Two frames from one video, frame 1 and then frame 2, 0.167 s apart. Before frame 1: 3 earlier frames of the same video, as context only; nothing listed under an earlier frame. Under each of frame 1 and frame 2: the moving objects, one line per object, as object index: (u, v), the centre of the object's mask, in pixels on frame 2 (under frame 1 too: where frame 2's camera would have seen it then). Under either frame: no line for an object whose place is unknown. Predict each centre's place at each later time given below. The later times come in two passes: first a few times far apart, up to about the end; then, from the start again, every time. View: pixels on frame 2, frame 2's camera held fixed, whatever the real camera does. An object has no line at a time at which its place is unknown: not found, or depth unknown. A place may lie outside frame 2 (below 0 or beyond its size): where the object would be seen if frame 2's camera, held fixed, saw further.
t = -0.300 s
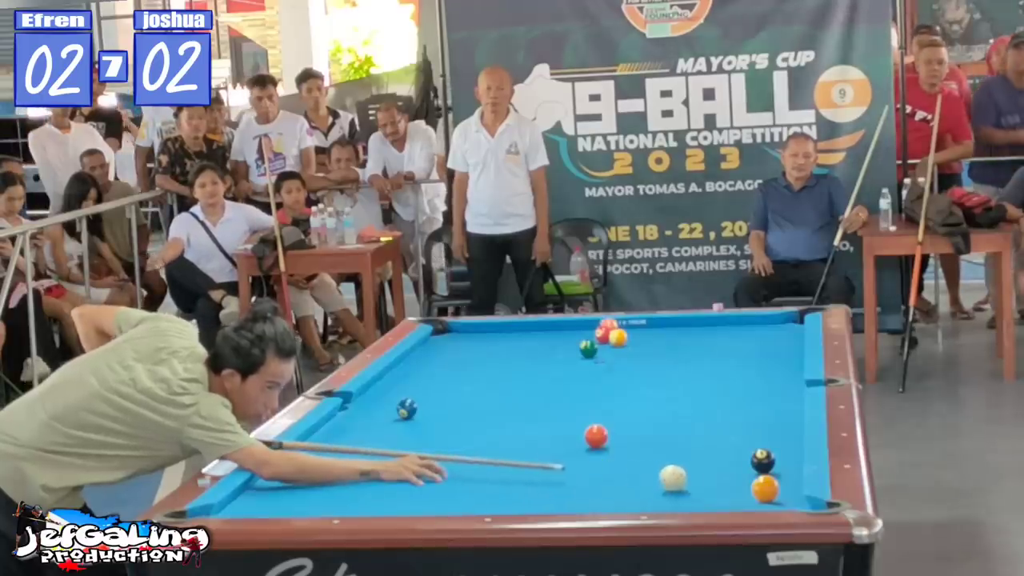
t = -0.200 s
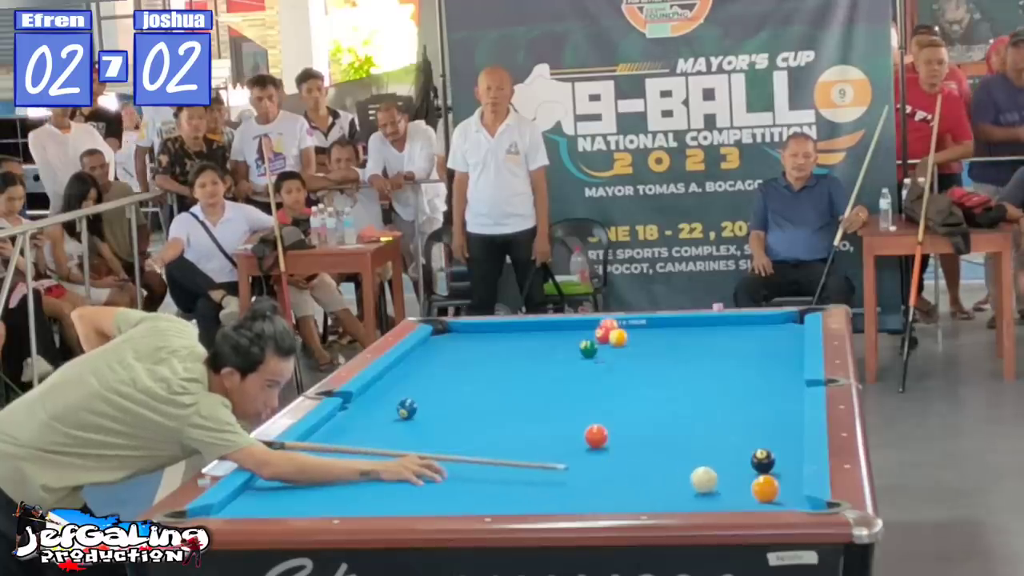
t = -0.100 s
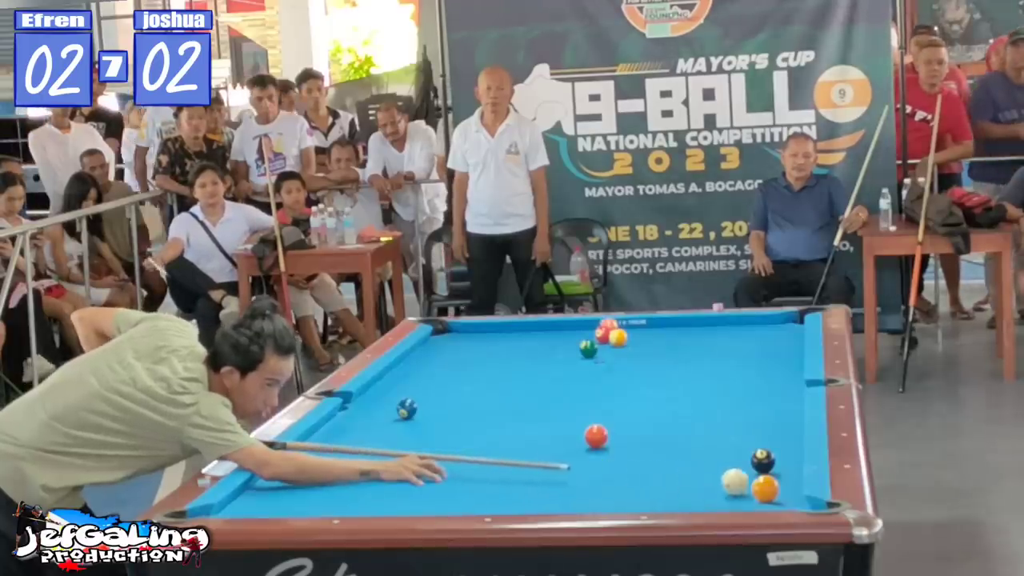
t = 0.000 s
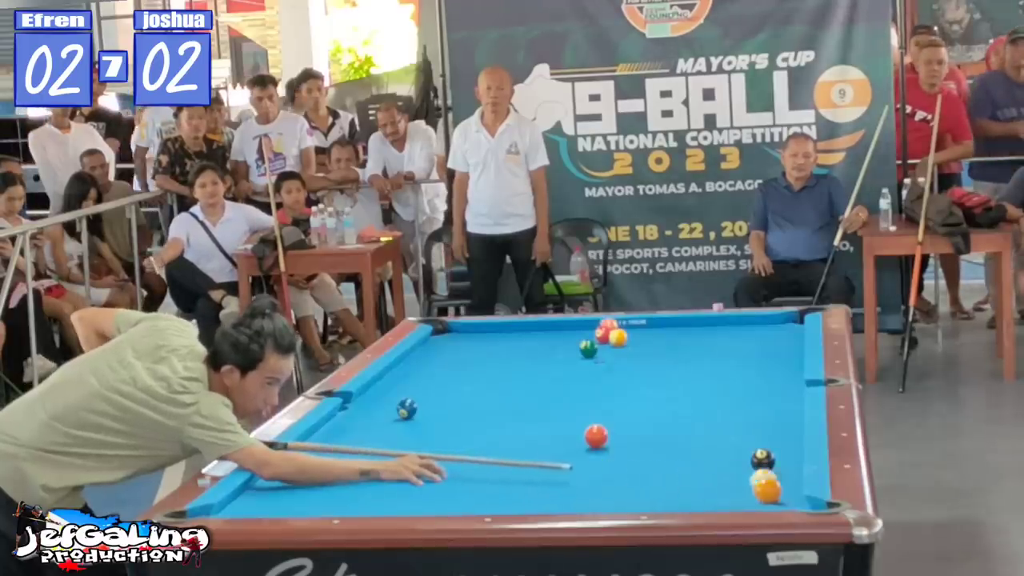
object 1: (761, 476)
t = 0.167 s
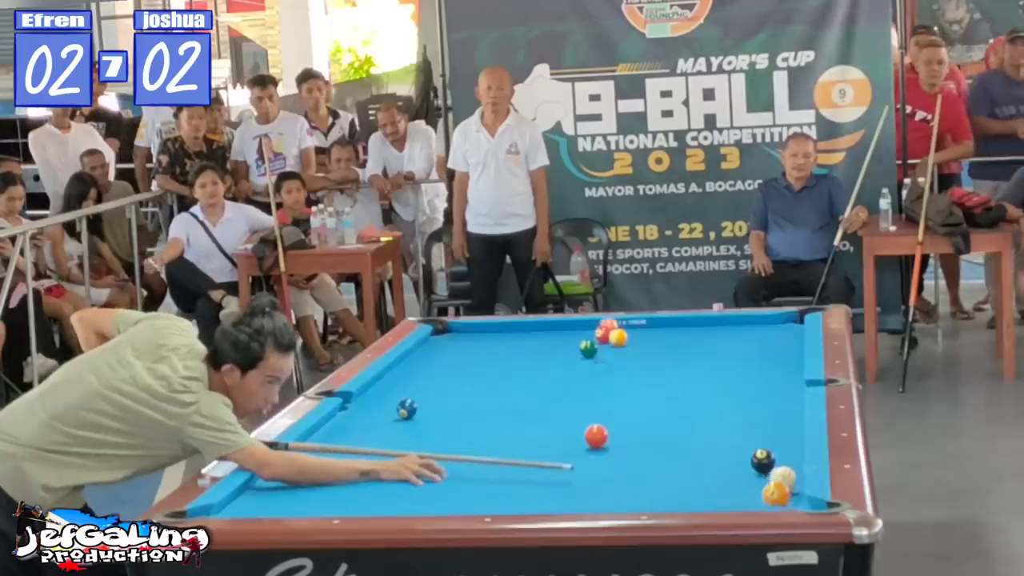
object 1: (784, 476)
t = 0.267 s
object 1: (770, 476)
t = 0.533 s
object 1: (740, 474)
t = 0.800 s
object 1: (712, 469)
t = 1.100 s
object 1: (684, 465)
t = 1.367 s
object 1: (661, 462)
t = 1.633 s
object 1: (642, 459)
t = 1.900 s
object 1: (623, 456)
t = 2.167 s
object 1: (608, 454)
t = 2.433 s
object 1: (593, 452)
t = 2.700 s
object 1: (581, 450)
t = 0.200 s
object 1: (778, 476)
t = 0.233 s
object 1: (774, 476)
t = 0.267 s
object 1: (770, 476)
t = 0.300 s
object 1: (766, 477)
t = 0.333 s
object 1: (763, 476)
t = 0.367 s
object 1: (759, 476)
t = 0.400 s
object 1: (755, 476)
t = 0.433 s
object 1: (752, 475)
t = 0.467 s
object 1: (748, 474)
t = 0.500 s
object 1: (744, 474)
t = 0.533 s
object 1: (740, 474)
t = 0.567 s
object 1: (737, 473)
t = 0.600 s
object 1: (733, 472)
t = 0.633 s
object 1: (729, 472)
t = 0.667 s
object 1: (726, 472)
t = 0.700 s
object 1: (722, 471)
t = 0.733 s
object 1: (719, 470)
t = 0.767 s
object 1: (716, 470)
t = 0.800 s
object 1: (712, 469)
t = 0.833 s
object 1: (709, 469)
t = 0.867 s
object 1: (706, 468)
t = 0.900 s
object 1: (702, 468)
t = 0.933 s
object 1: (700, 468)
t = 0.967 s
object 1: (696, 467)
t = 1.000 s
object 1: (693, 467)
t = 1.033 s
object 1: (690, 466)
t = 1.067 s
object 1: (687, 466)
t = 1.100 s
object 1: (684, 465)
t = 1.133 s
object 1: (681, 465)
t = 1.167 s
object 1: (678, 465)
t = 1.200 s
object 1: (675, 464)
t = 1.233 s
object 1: (673, 464)
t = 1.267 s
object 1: (670, 463)
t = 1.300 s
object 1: (667, 463)
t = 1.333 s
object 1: (665, 463)
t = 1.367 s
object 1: (661, 462)
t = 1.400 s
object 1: (659, 462)
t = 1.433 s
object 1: (657, 461)
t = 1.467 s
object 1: (654, 461)
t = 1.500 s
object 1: (652, 460)
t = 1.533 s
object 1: (649, 460)
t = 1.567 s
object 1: (647, 460)
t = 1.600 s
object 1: (644, 460)
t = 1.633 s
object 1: (642, 459)
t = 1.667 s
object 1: (639, 459)
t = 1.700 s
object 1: (637, 458)
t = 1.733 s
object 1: (635, 458)
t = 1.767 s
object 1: (632, 458)
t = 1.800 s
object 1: (630, 457)
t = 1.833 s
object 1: (628, 457)
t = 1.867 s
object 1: (626, 457)
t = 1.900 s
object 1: (623, 456)
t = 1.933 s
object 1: (622, 456)
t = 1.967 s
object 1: (620, 456)
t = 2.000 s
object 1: (618, 455)
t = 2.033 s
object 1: (616, 455)
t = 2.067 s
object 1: (614, 455)
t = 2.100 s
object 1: (612, 454)
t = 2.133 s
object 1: (610, 454)
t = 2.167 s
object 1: (608, 454)
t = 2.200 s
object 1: (606, 453)
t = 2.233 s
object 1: (604, 453)
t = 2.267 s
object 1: (602, 453)
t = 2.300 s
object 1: (601, 453)
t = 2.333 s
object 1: (598, 452)
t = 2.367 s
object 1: (597, 452)
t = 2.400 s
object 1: (595, 452)
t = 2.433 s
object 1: (593, 452)
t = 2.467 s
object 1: (592, 452)
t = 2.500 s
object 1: (590, 452)
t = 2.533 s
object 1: (588, 451)
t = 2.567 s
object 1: (587, 451)
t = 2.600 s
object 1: (585, 450)
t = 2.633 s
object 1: (584, 450)
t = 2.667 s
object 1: (582, 450)
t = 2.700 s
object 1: (581, 450)
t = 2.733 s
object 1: (579, 450)
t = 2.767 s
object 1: (578, 450)
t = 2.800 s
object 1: (577, 449)
